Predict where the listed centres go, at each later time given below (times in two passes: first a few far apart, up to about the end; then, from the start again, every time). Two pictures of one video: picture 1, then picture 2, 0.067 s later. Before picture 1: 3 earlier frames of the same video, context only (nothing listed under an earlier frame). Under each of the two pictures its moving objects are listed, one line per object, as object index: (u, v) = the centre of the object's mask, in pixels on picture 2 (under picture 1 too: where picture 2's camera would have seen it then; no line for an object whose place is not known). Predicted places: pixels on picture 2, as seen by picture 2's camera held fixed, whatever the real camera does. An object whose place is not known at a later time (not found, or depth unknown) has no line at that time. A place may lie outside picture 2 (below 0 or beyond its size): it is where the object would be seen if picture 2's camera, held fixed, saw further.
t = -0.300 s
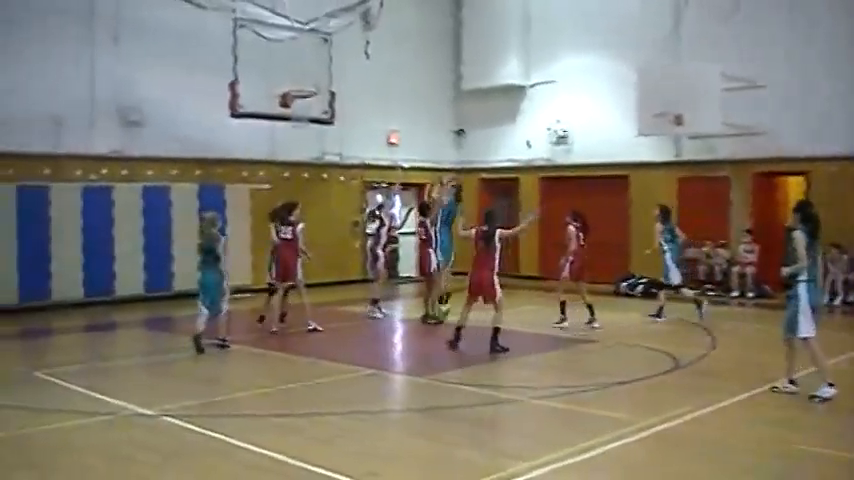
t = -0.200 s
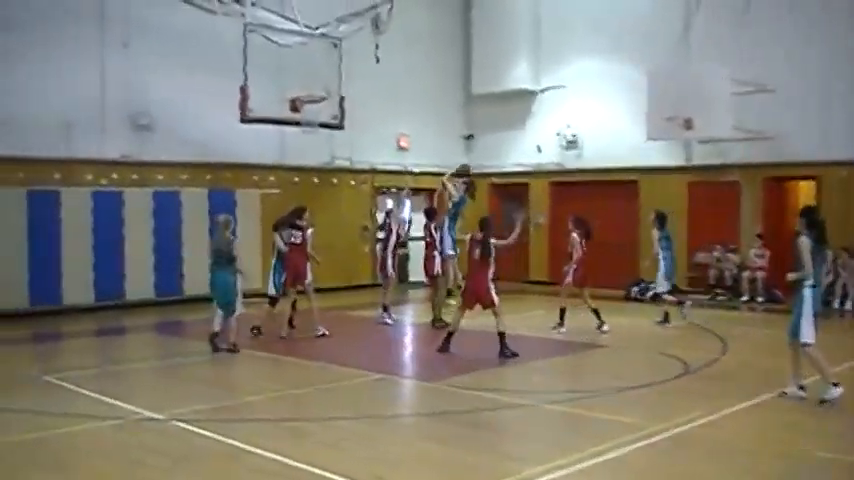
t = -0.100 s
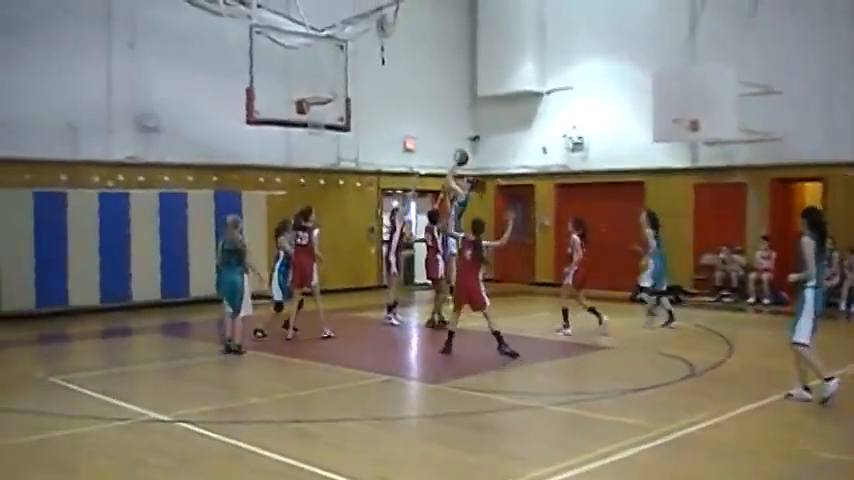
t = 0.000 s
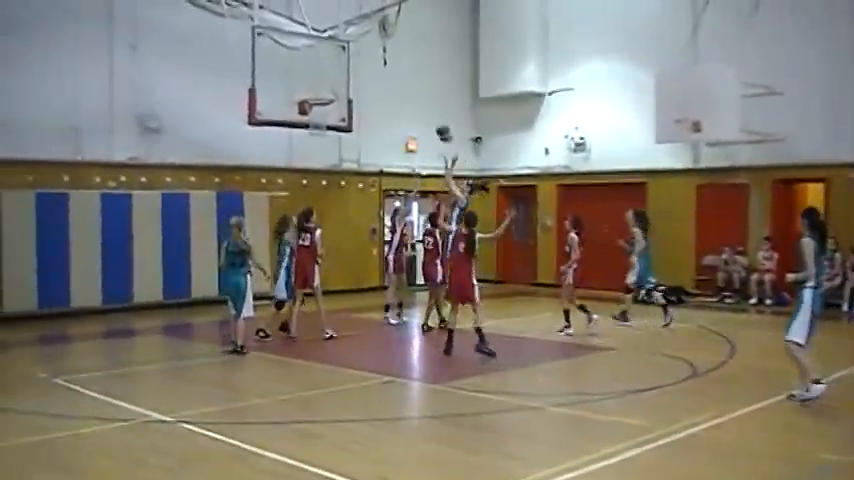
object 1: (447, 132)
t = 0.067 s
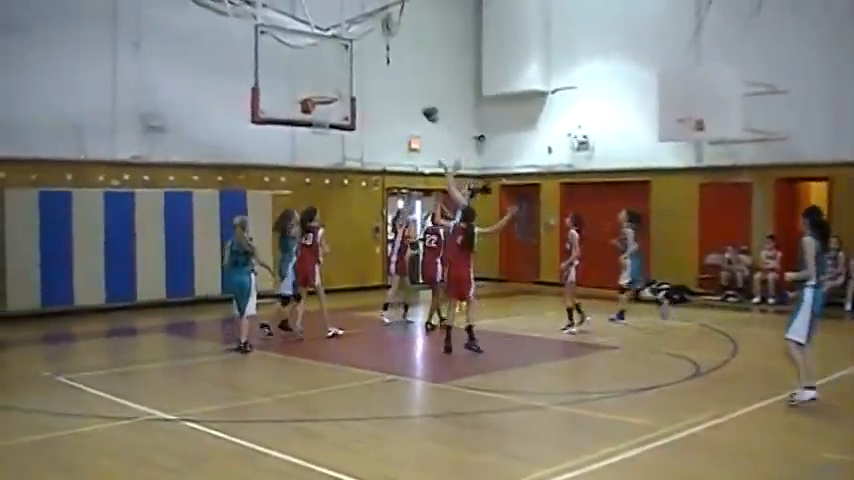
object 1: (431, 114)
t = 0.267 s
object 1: (382, 76)
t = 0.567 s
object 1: (332, 78)
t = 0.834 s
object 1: (319, 89)
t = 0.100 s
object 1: (423, 104)
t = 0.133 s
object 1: (414, 98)
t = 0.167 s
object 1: (406, 91)
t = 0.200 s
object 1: (398, 85)
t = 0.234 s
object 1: (390, 82)
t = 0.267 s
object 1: (382, 76)
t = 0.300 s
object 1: (374, 74)
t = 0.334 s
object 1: (366, 72)
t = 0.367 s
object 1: (358, 71)
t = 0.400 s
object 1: (350, 70)
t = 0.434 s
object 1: (342, 71)
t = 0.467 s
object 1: (334, 71)
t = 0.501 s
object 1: (332, 73)
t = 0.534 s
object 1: (332, 76)
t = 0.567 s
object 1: (332, 78)
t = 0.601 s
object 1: (332, 81)
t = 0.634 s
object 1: (333, 85)
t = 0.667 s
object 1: (333, 90)
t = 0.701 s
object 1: (330, 89)
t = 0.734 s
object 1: (327, 89)
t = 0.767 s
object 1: (324, 90)
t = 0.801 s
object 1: (322, 90)
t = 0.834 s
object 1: (319, 89)
